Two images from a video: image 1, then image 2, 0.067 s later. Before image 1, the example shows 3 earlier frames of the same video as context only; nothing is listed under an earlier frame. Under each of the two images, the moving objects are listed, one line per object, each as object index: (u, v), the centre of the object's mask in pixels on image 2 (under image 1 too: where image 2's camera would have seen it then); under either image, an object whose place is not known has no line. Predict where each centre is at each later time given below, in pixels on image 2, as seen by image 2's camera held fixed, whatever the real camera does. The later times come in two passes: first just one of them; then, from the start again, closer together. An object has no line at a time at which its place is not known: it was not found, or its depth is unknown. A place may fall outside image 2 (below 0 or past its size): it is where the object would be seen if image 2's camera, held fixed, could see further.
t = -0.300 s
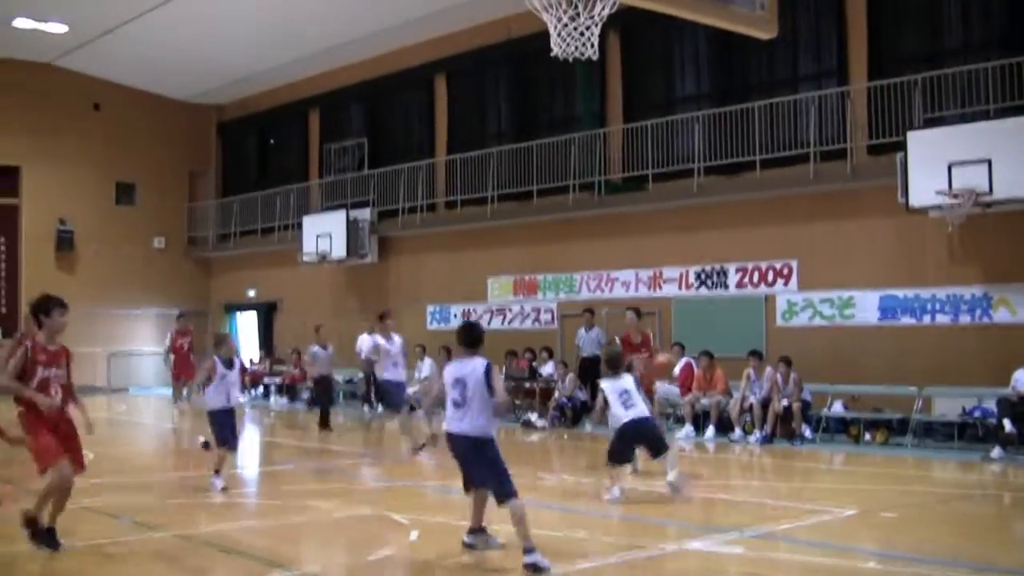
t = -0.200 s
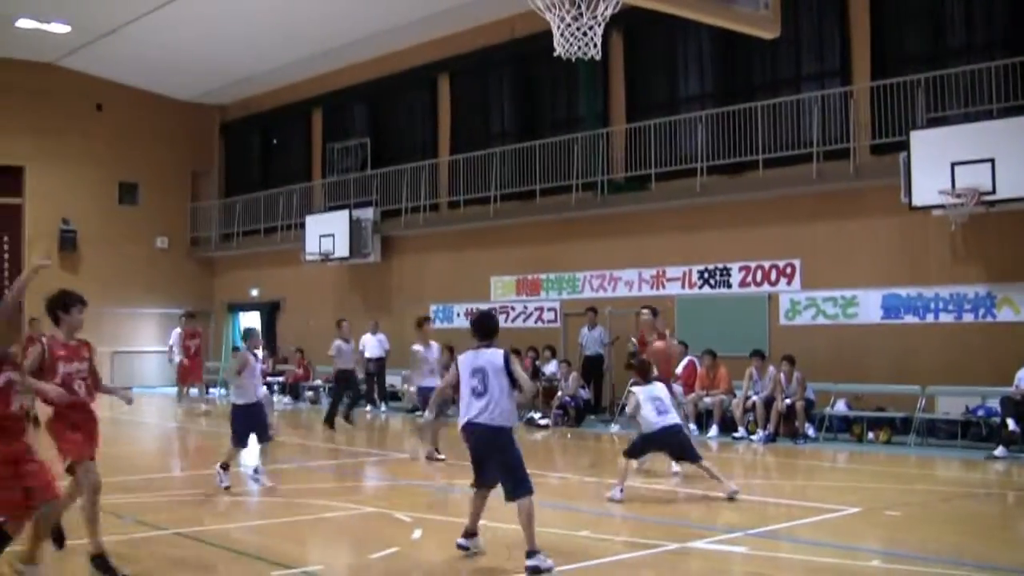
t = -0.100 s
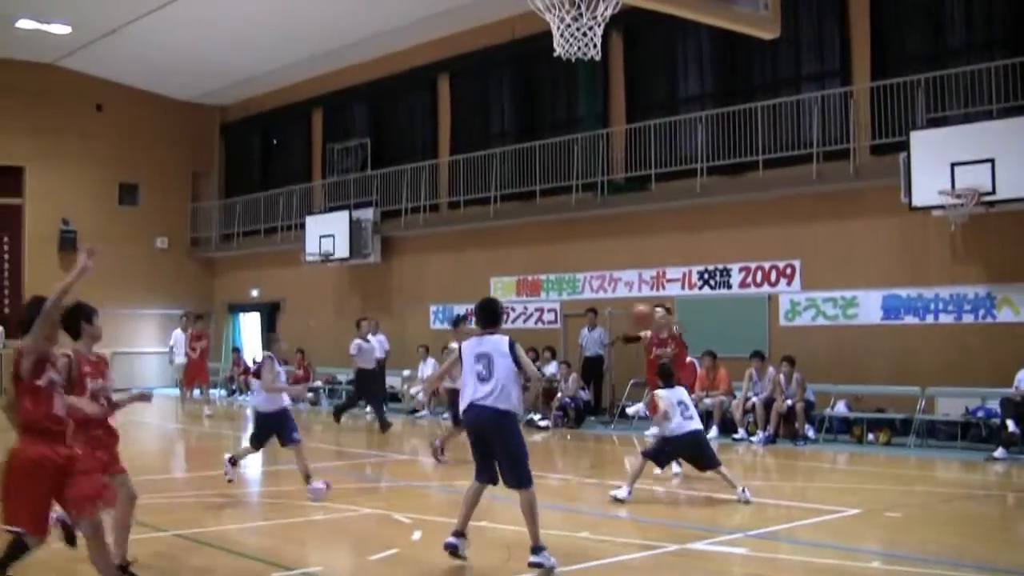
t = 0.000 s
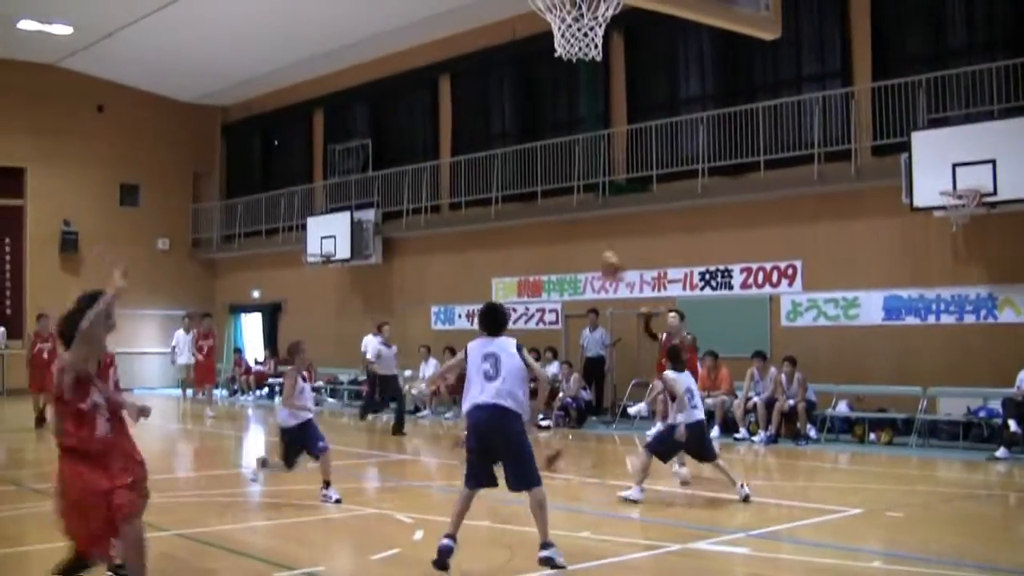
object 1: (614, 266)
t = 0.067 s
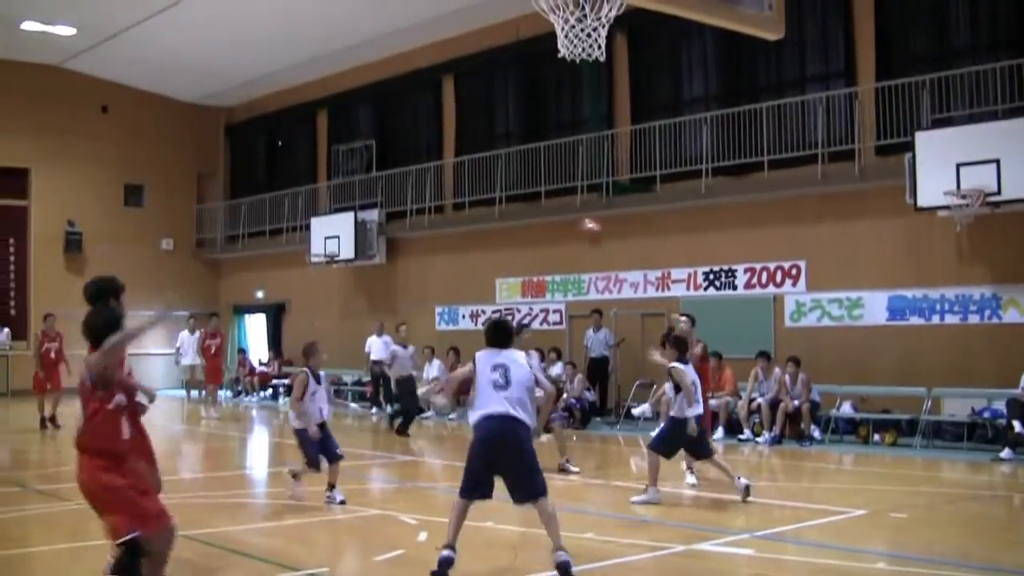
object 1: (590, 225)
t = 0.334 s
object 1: (471, 139)
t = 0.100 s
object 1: (575, 216)
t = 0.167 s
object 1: (549, 192)
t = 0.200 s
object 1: (534, 181)
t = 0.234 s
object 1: (519, 166)
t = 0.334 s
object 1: (471, 139)
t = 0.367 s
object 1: (450, 131)
